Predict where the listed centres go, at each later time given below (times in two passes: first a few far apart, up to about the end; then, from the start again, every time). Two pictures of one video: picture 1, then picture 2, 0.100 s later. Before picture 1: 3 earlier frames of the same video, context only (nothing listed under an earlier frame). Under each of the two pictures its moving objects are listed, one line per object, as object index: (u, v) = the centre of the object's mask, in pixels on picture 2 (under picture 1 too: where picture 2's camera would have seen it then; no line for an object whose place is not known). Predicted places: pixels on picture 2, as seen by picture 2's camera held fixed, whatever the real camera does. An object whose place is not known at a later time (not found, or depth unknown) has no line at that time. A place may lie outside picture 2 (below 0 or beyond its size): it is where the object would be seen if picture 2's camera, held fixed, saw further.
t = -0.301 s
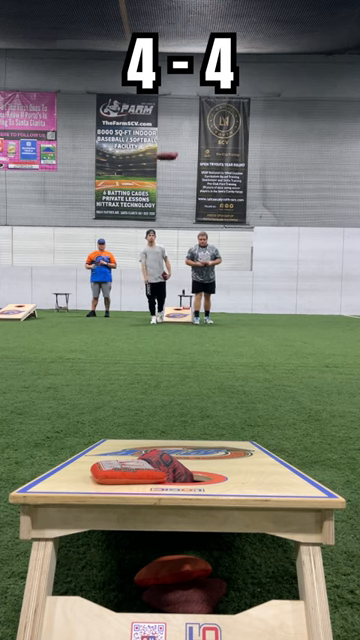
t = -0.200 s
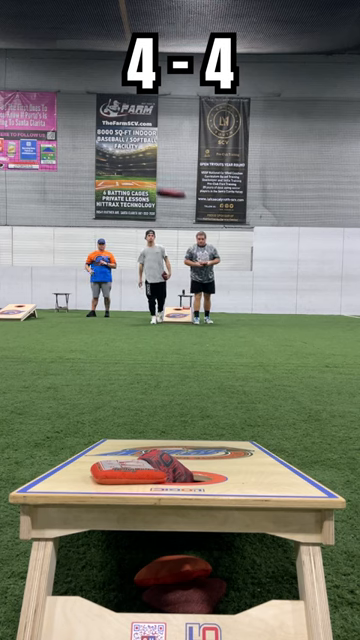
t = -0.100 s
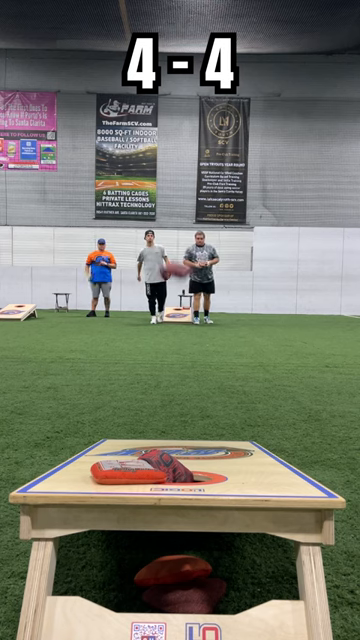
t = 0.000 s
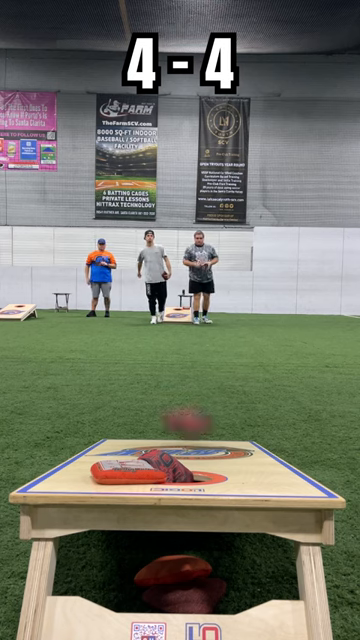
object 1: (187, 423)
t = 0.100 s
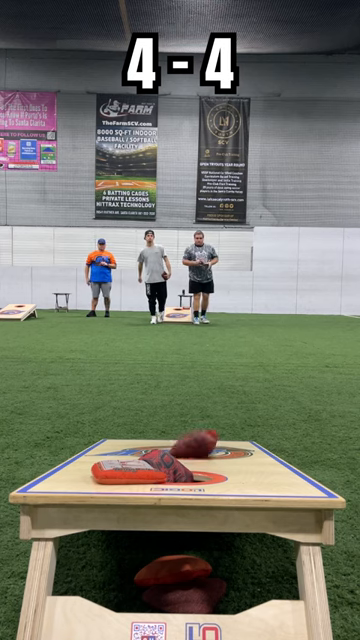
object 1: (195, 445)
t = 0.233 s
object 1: (208, 461)
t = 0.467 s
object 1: (225, 472)
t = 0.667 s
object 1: (225, 472)
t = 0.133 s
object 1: (199, 450)
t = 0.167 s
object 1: (201, 455)
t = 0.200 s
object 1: (204, 458)
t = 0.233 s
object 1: (208, 461)
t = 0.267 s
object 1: (209, 465)
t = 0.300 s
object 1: (212, 468)
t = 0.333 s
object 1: (217, 469)
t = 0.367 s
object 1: (221, 470)
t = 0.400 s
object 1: (223, 471)
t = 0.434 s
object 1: (225, 472)
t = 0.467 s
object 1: (225, 472)
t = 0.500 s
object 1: (225, 472)
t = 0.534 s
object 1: (225, 472)
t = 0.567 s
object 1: (225, 472)
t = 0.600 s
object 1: (225, 472)
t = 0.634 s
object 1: (225, 472)
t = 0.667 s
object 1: (225, 472)
